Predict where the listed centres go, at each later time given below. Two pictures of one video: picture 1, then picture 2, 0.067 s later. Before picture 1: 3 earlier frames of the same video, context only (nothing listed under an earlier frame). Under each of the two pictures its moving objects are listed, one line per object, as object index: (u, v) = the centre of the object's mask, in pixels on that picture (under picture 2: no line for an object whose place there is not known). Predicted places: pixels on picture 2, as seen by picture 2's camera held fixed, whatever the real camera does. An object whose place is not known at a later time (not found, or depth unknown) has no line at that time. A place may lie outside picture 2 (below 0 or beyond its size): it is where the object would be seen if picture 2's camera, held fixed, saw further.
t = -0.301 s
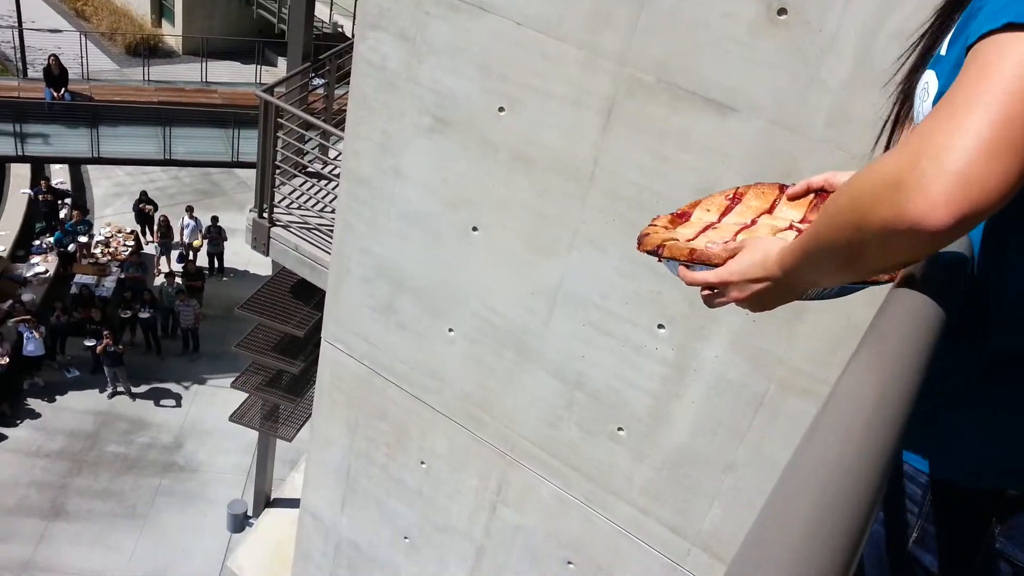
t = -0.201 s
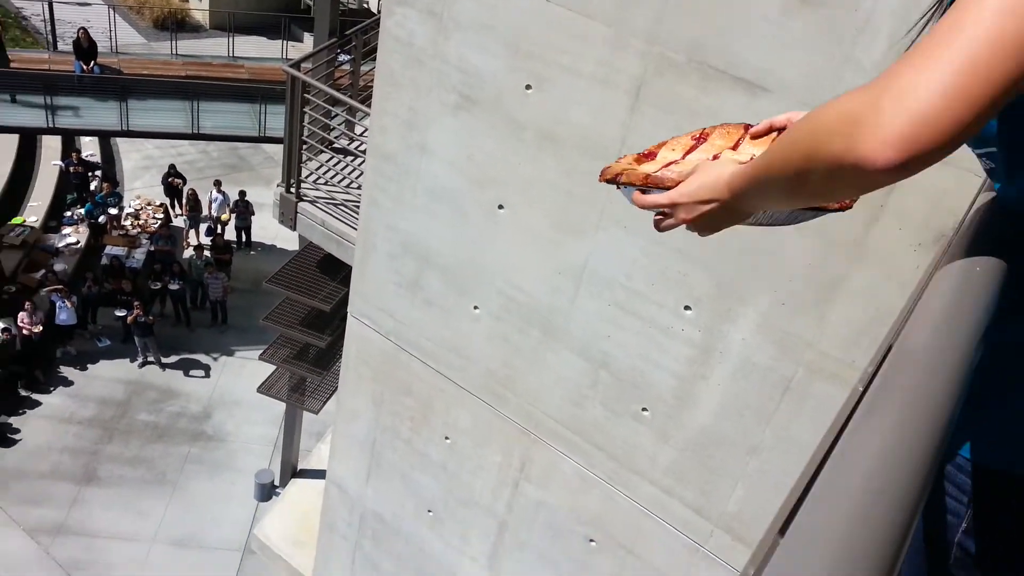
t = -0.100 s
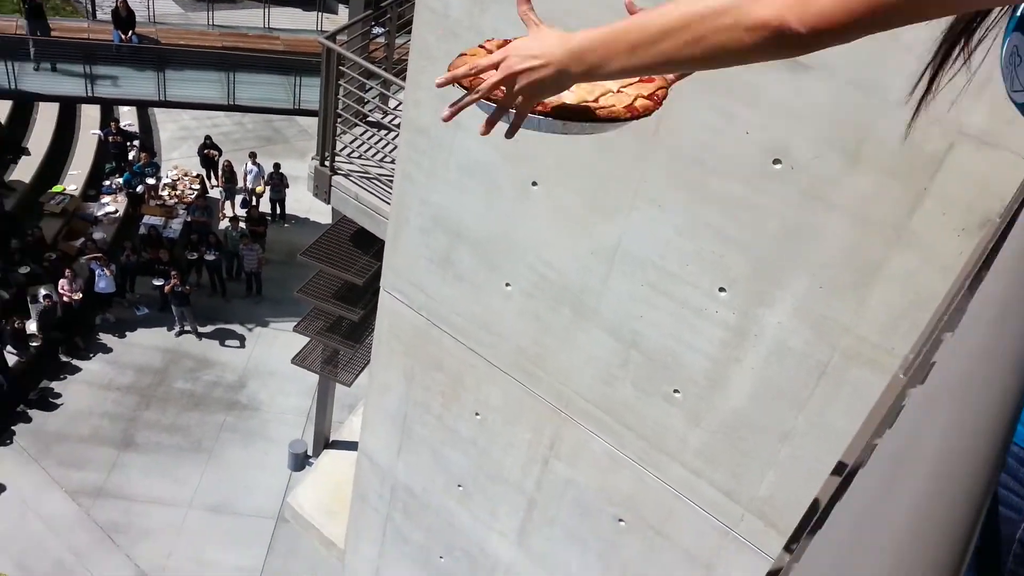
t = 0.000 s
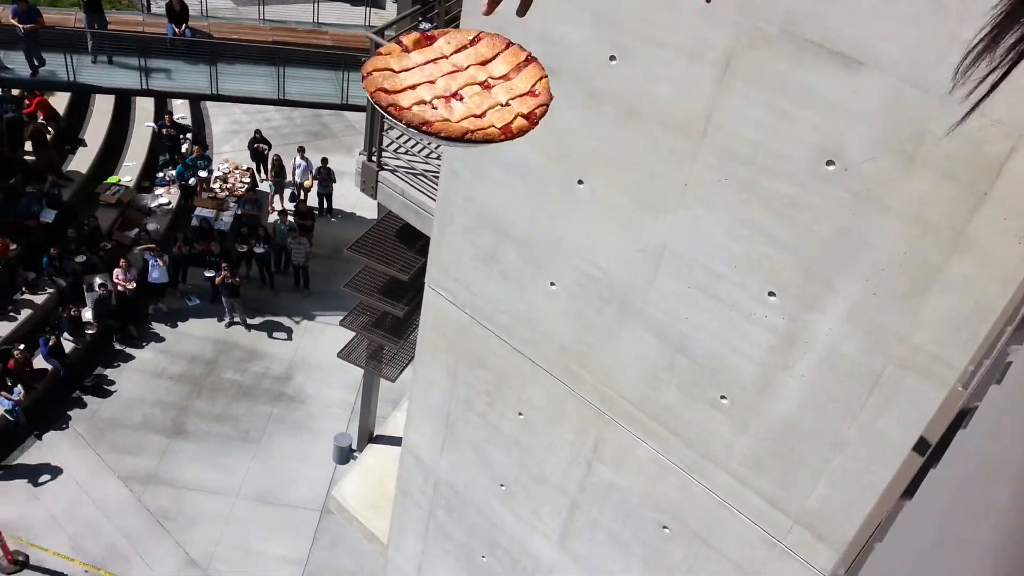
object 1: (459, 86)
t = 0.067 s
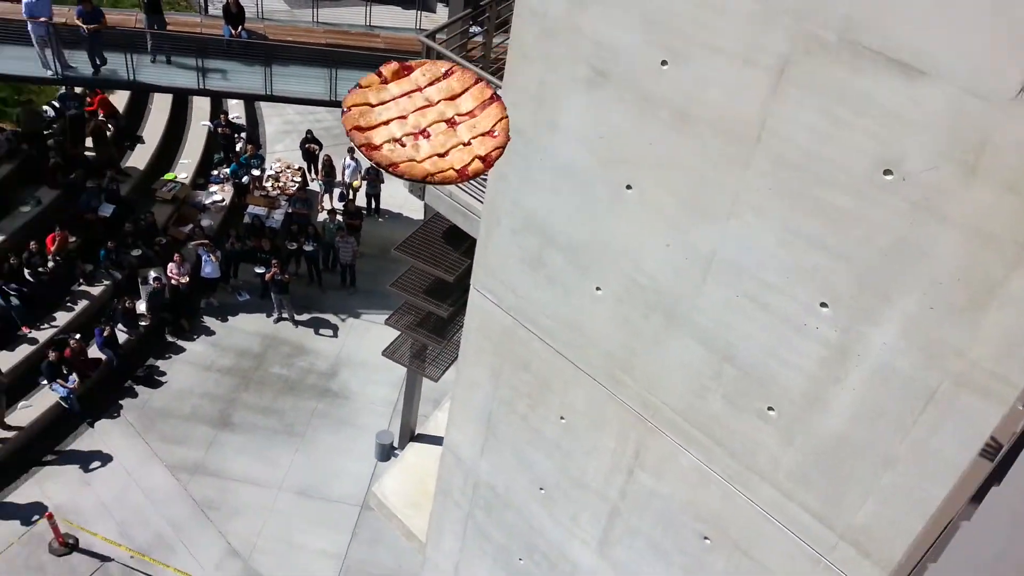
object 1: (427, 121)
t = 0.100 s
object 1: (392, 144)
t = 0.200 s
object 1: (314, 216)
